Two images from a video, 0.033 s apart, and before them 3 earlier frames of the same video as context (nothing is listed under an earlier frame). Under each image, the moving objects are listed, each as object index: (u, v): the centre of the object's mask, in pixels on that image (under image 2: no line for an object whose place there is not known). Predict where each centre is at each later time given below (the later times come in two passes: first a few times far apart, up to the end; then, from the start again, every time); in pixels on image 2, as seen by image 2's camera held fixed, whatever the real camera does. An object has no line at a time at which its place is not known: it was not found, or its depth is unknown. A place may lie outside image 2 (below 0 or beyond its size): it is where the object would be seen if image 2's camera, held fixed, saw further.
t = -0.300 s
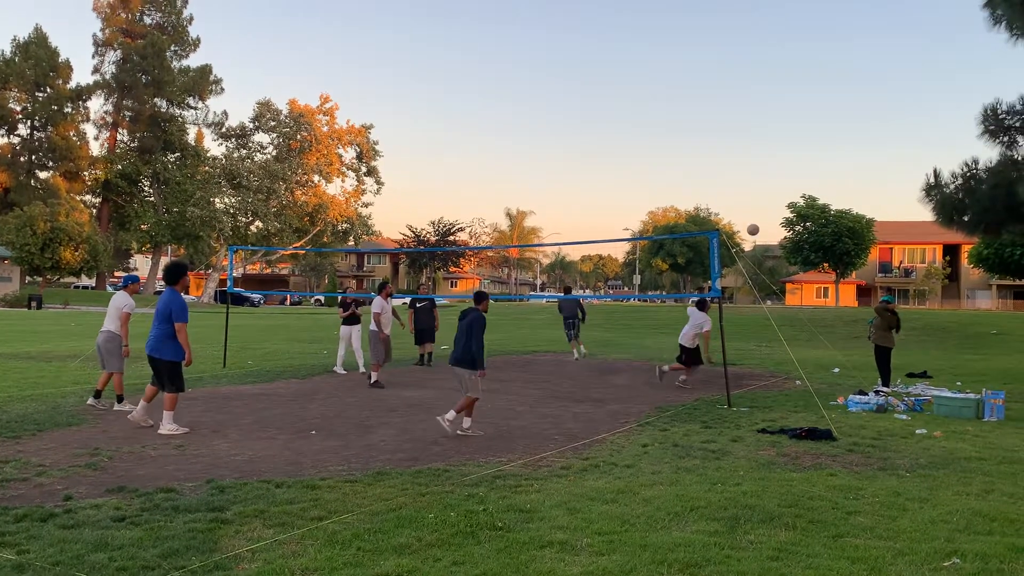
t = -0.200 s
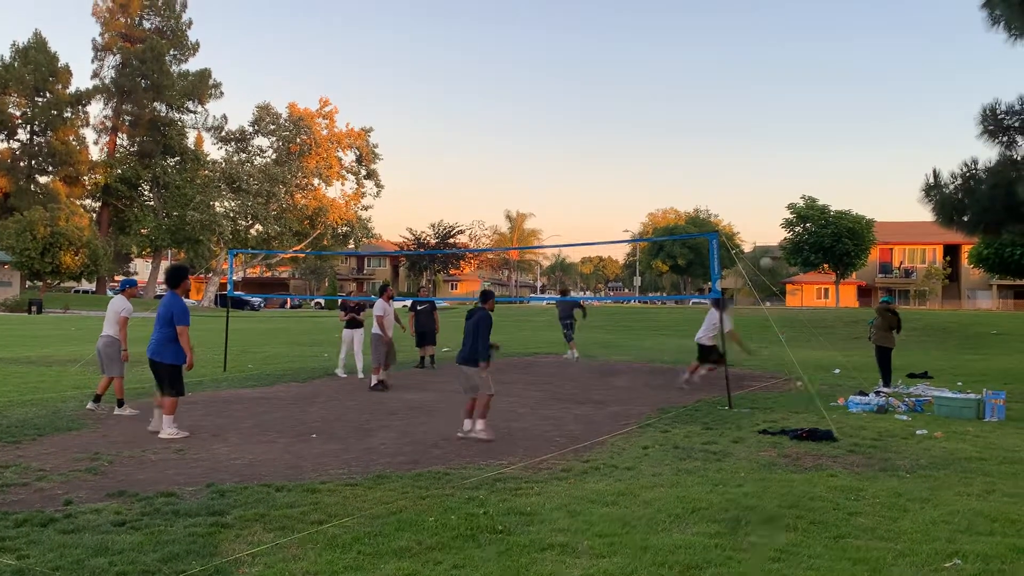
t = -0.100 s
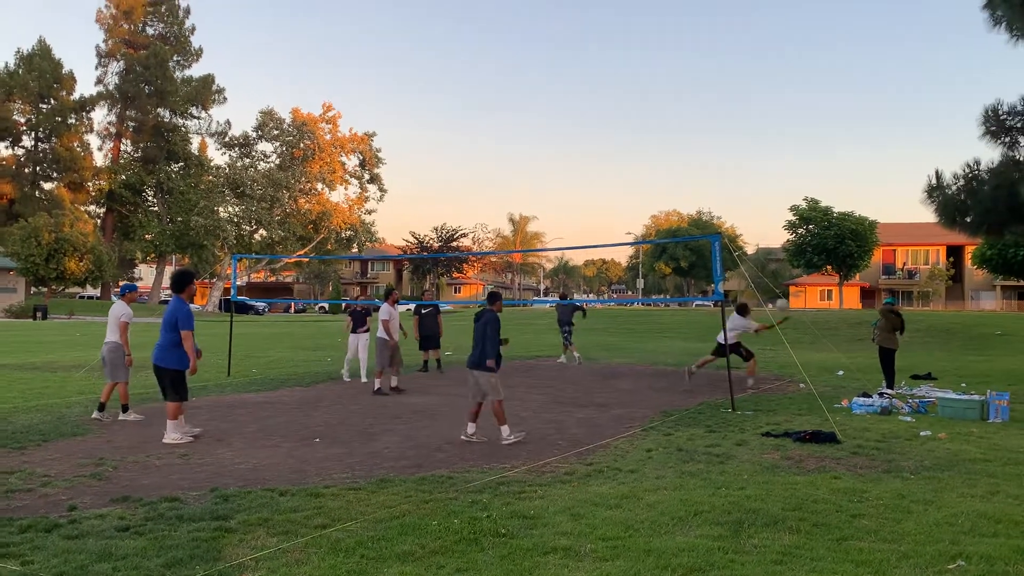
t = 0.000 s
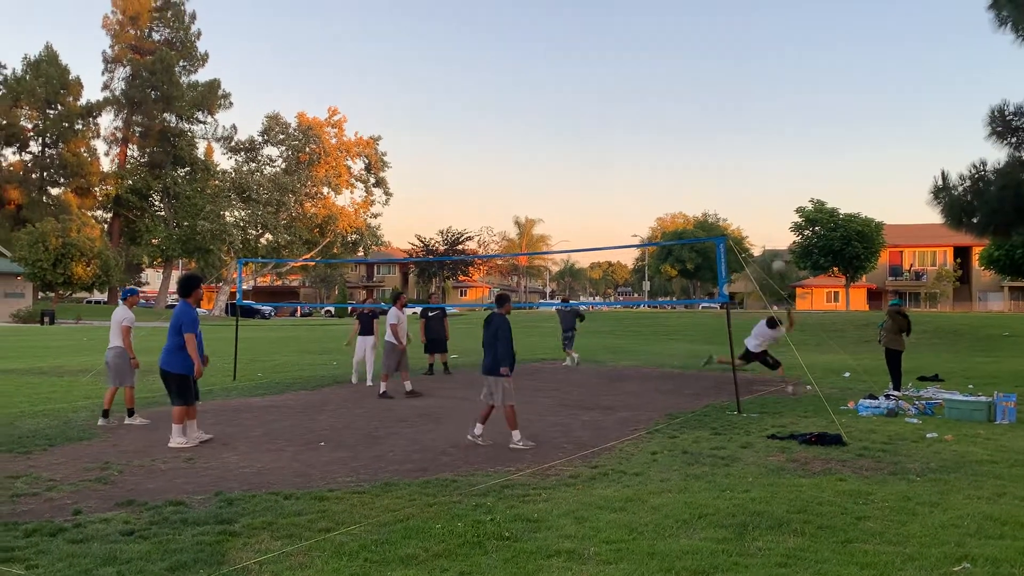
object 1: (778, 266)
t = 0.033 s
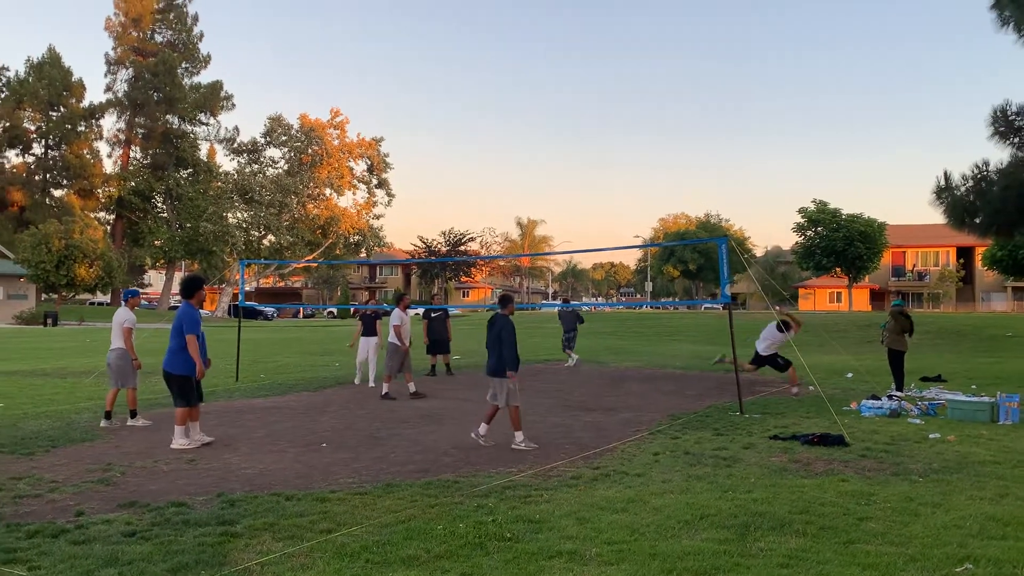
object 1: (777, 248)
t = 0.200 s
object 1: (754, 181)
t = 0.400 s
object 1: (724, 119)
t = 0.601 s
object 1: (692, 80)
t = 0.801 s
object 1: (658, 66)
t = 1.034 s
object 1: (617, 82)
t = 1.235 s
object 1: (581, 125)
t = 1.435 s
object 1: (547, 196)
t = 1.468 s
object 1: (541, 210)
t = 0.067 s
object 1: (771, 236)
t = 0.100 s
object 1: (767, 221)
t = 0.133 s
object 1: (762, 207)
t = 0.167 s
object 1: (758, 194)
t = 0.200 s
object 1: (754, 181)
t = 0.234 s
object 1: (749, 169)
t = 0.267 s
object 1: (744, 158)
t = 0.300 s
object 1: (739, 147)
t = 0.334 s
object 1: (734, 137)
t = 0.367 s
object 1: (729, 127)
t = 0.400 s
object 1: (724, 119)
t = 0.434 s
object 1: (718, 110)
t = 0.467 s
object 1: (713, 103)
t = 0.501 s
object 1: (708, 96)
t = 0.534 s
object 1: (703, 90)
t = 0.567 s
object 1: (697, 84)
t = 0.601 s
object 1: (692, 80)
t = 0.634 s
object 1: (686, 76)
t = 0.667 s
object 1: (680, 73)
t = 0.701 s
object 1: (675, 70)
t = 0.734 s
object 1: (669, 68)
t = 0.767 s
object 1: (664, 66)
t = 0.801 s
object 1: (658, 66)
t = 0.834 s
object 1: (652, 65)
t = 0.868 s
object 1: (647, 67)
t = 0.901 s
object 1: (641, 68)
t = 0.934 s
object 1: (635, 70)
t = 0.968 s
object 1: (629, 73)
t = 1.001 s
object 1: (623, 77)
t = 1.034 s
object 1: (617, 82)
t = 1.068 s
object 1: (611, 87)
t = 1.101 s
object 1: (605, 93)
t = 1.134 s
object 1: (599, 100)
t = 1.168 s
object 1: (593, 107)
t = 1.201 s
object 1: (587, 116)
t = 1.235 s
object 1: (581, 125)
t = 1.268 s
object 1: (575, 135)
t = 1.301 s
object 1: (569, 145)
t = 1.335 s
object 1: (563, 157)
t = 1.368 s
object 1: (558, 169)
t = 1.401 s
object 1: (552, 182)
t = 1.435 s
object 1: (547, 196)
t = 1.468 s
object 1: (541, 210)
